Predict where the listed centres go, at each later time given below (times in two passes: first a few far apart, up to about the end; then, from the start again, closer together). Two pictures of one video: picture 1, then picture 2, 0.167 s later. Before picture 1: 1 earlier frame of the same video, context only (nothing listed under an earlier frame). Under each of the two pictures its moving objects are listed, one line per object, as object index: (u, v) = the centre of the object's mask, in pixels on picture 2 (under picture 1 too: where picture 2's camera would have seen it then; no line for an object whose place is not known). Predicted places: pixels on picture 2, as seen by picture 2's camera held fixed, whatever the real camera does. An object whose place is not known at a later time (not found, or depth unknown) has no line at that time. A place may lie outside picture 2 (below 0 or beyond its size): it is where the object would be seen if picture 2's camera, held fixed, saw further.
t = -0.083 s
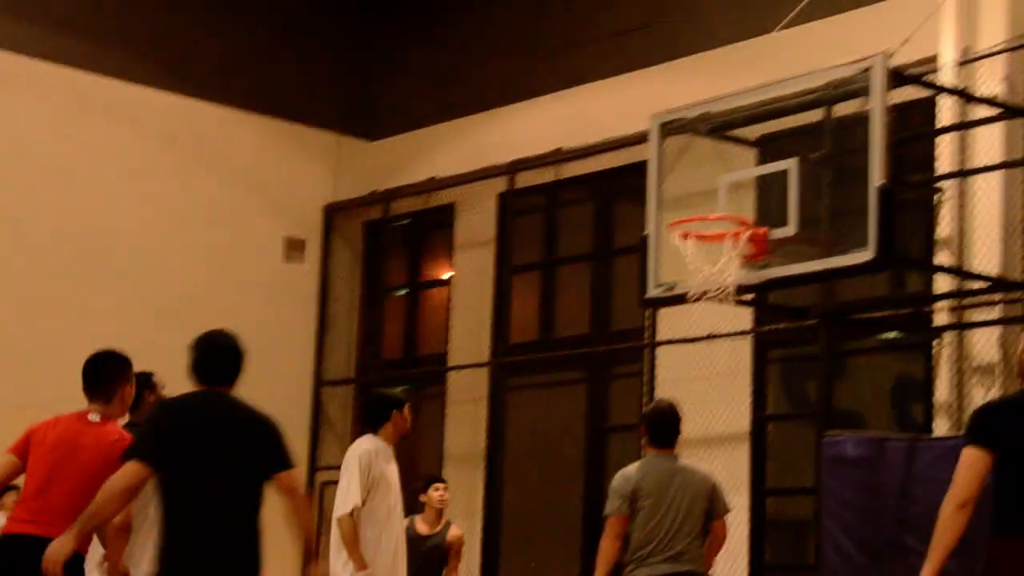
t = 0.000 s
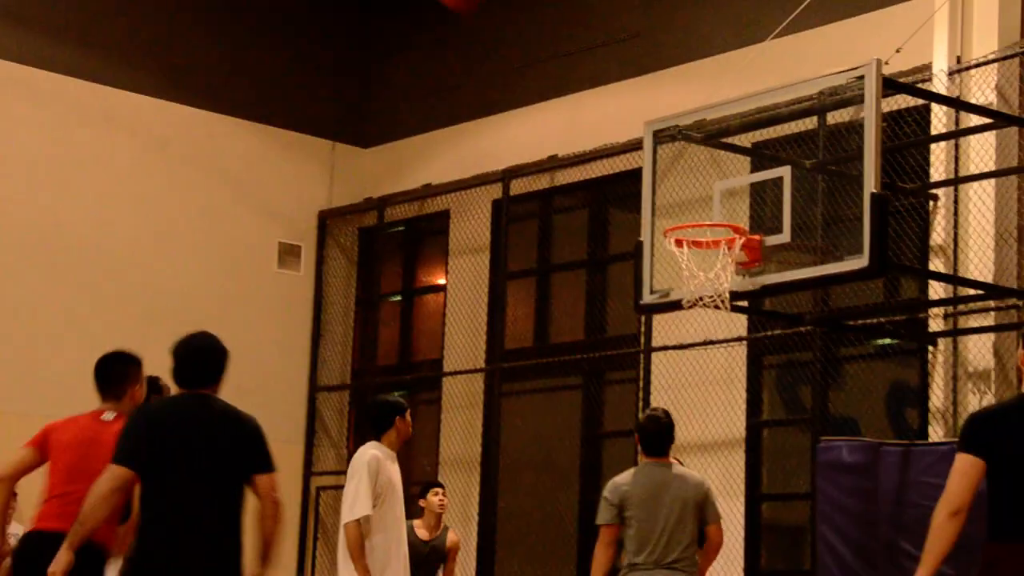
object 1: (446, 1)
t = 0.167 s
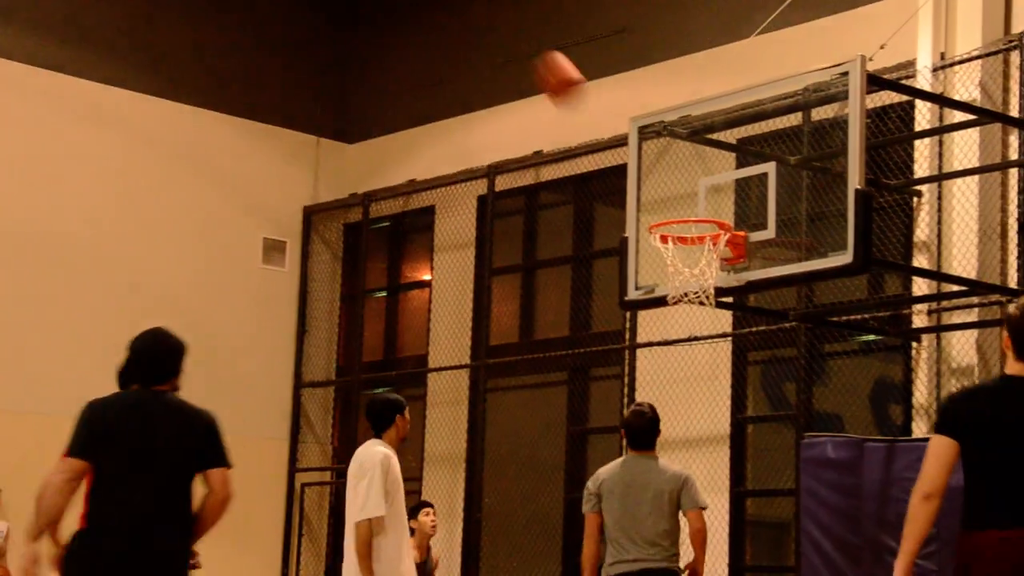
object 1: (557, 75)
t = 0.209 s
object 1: (585, 107)
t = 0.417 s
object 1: (708, 269)
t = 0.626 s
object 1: (693, 357)
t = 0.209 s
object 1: (585, 107)
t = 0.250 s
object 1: (615, 142)
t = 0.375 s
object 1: (695, 258)
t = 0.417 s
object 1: (708, 269)
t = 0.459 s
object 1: (706, 281)
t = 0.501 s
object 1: (703, 294)
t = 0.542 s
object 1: (699, 311)
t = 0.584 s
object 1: (696, 334)
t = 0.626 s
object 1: (693, 357)
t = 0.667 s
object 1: (690, 384)
